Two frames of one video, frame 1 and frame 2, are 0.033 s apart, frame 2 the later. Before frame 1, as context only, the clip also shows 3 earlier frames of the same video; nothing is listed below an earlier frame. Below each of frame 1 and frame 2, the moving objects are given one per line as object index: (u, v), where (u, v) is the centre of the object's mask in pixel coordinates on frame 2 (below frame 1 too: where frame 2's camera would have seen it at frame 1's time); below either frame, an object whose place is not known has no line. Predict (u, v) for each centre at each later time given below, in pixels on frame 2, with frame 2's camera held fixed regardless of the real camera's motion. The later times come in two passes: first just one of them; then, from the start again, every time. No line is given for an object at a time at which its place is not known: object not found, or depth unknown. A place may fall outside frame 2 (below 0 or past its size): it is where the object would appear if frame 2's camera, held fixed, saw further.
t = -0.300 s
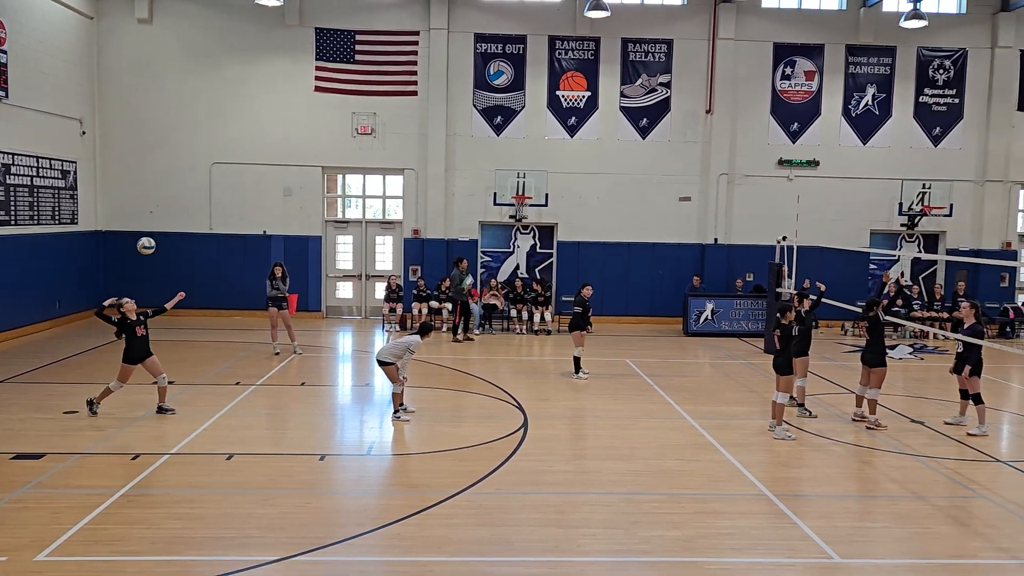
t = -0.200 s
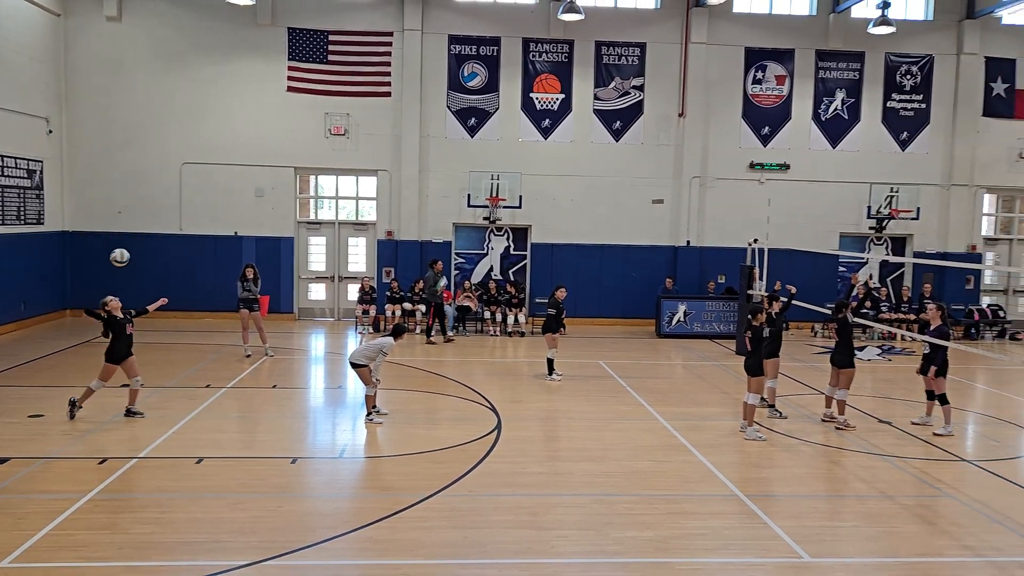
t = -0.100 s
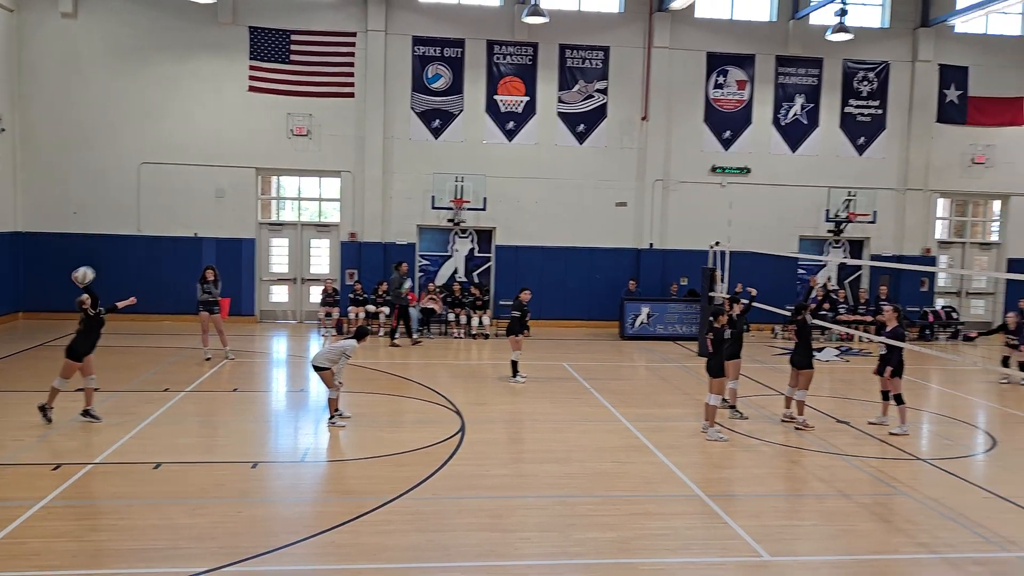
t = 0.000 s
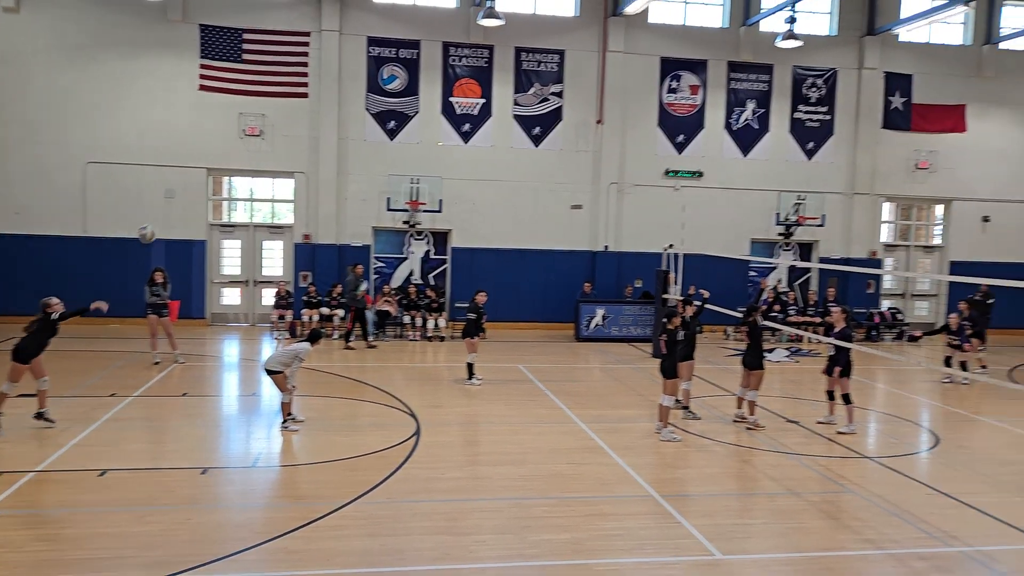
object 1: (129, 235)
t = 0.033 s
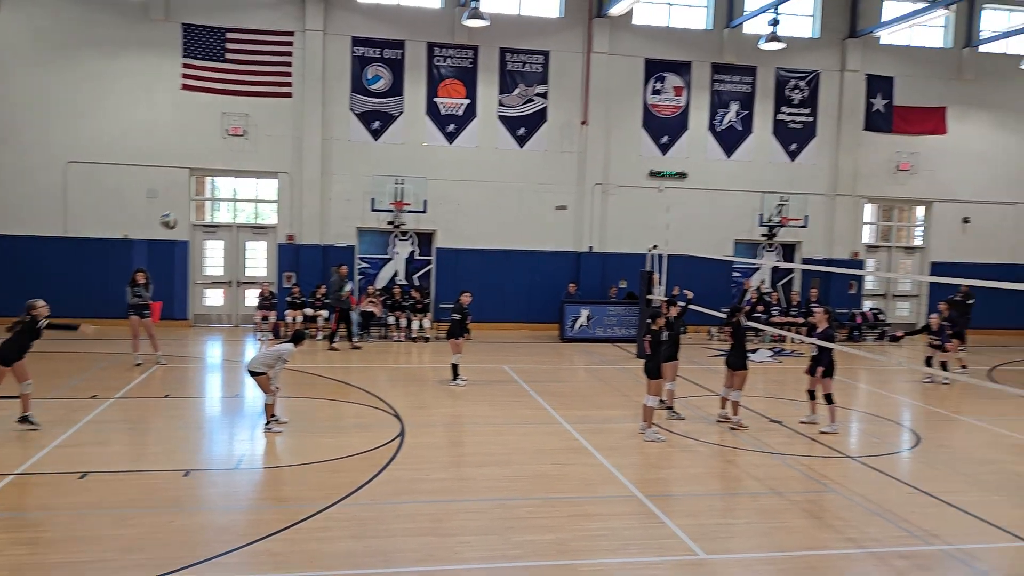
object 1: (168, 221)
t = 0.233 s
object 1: (384, 164)
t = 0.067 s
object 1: (207, 209)
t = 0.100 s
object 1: (245, 199)
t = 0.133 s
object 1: (281, 188)
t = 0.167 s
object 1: (317, 179)
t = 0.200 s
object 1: (351, 171)
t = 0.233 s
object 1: (384, 164)
